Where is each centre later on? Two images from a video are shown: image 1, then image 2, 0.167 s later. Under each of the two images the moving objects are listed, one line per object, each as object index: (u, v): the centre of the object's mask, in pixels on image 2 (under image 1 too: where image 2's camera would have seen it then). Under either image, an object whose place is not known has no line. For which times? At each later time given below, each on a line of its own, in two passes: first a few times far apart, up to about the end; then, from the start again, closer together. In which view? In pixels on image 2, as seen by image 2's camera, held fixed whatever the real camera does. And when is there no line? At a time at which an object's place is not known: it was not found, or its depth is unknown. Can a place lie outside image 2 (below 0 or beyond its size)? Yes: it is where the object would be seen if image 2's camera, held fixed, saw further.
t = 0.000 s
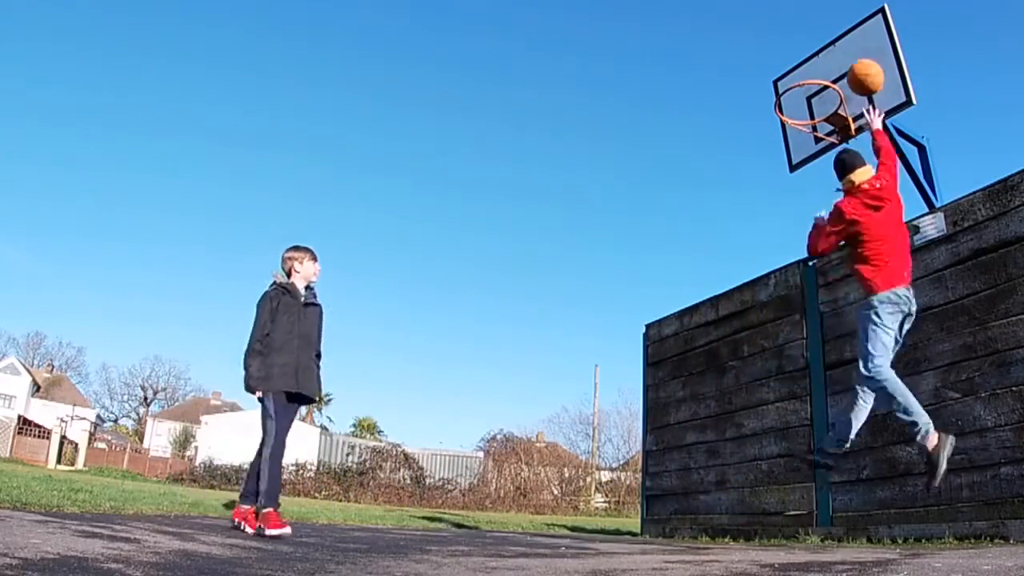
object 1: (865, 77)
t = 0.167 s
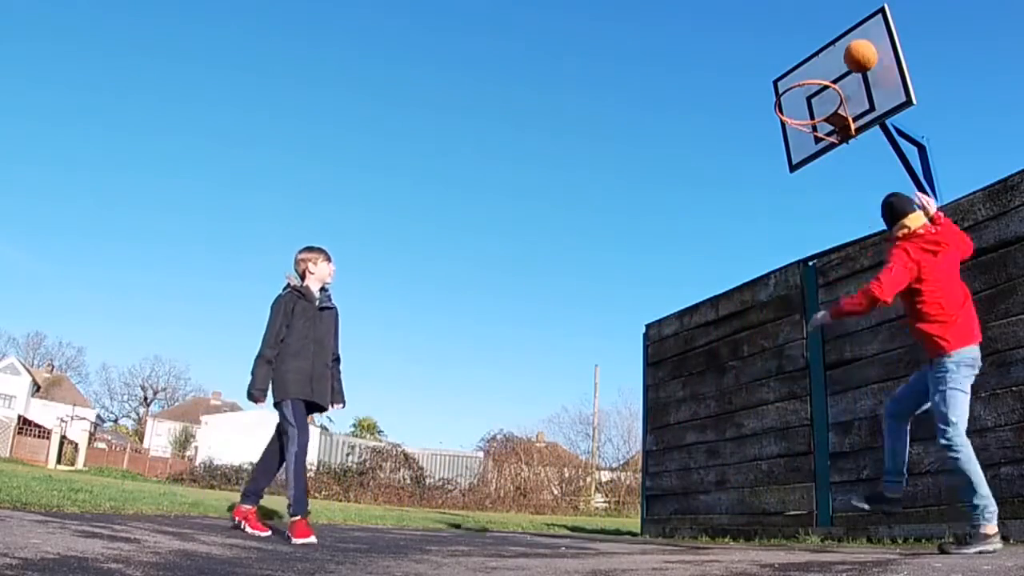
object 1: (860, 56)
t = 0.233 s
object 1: (860, 56)
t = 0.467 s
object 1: (826, 70)
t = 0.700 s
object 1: (799, 153)
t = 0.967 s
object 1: (771, 361)
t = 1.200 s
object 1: (744, 449)
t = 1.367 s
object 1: (731, 338)
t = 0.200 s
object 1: (860, 56)
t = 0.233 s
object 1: (860, 56)
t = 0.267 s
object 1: (855, 56)
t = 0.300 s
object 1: (849, 55)
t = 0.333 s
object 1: (844, 57)
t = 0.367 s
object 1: (839, 59)
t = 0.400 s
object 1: (834, 62)
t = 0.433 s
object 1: (830, 67)
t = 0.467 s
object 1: (826, 70)
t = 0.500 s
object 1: (821, 80)
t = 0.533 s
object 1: (817, 88)
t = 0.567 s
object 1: (813, 100)
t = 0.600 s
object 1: (810, 109)
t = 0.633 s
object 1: (806, 122)
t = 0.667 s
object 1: (803, 137)
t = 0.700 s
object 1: (799, 153)
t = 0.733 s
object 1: (796, 170)
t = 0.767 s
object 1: (792, 191)
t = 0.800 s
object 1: (789, 212)
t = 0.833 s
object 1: (786, 237)
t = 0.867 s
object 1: (782, 263)
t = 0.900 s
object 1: (780, 293)
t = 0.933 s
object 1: (775, 325)
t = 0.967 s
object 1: (771, 361)
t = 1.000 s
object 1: (767, 398)
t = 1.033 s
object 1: (762, 439)
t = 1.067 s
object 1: (757, 483)
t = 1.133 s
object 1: (749, 507)
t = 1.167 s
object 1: (746, 477)
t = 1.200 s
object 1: (744, 449)
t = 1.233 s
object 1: (741, 422)
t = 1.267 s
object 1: (738, 398)
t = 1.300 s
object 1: (736, 375)
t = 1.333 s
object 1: (733, 356)
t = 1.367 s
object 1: (731, 338)
